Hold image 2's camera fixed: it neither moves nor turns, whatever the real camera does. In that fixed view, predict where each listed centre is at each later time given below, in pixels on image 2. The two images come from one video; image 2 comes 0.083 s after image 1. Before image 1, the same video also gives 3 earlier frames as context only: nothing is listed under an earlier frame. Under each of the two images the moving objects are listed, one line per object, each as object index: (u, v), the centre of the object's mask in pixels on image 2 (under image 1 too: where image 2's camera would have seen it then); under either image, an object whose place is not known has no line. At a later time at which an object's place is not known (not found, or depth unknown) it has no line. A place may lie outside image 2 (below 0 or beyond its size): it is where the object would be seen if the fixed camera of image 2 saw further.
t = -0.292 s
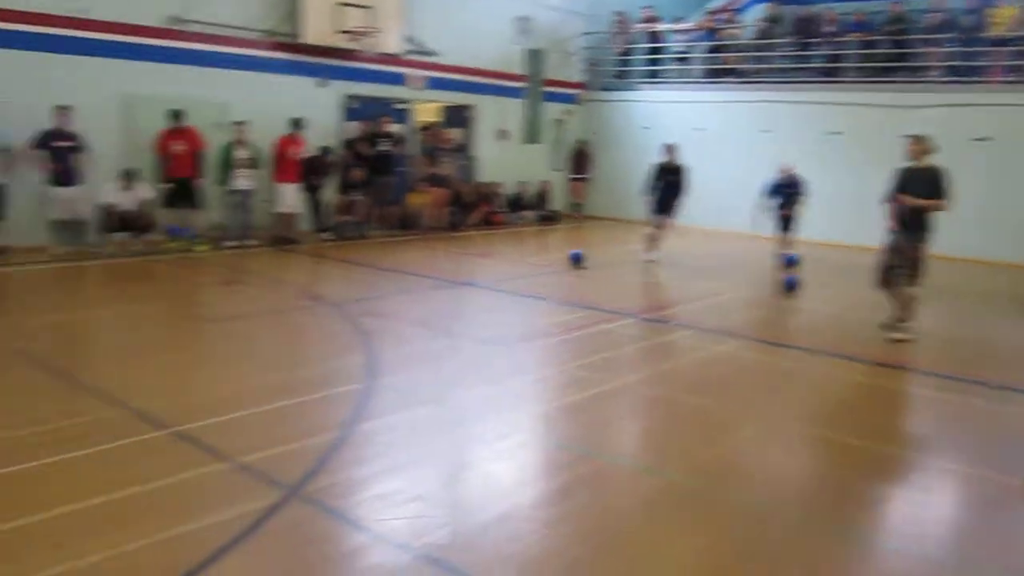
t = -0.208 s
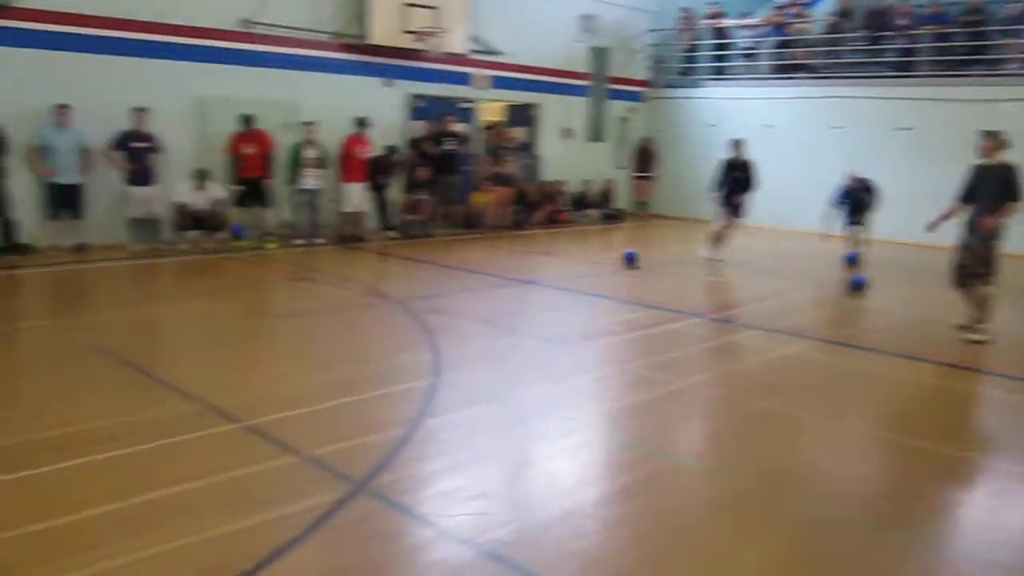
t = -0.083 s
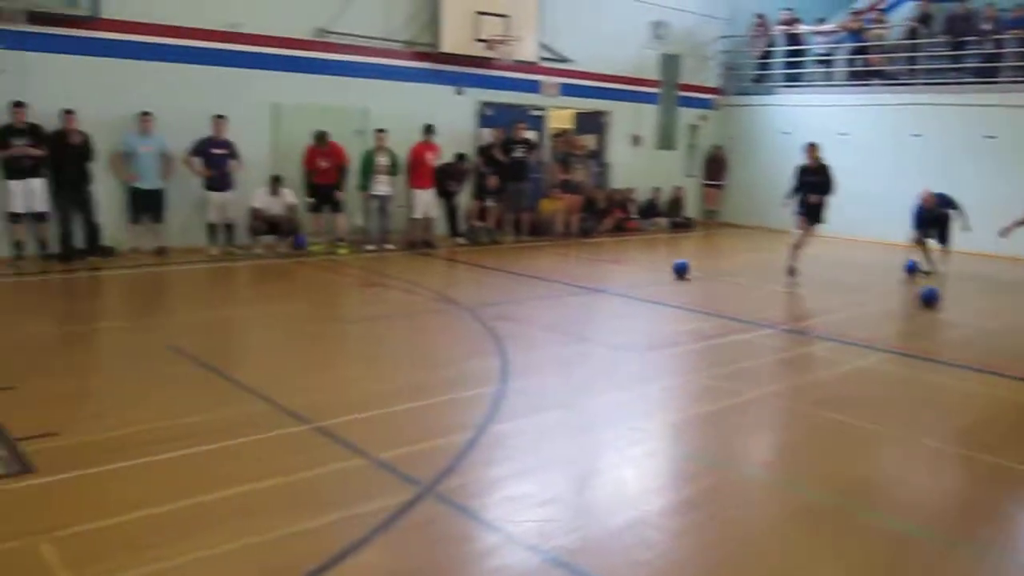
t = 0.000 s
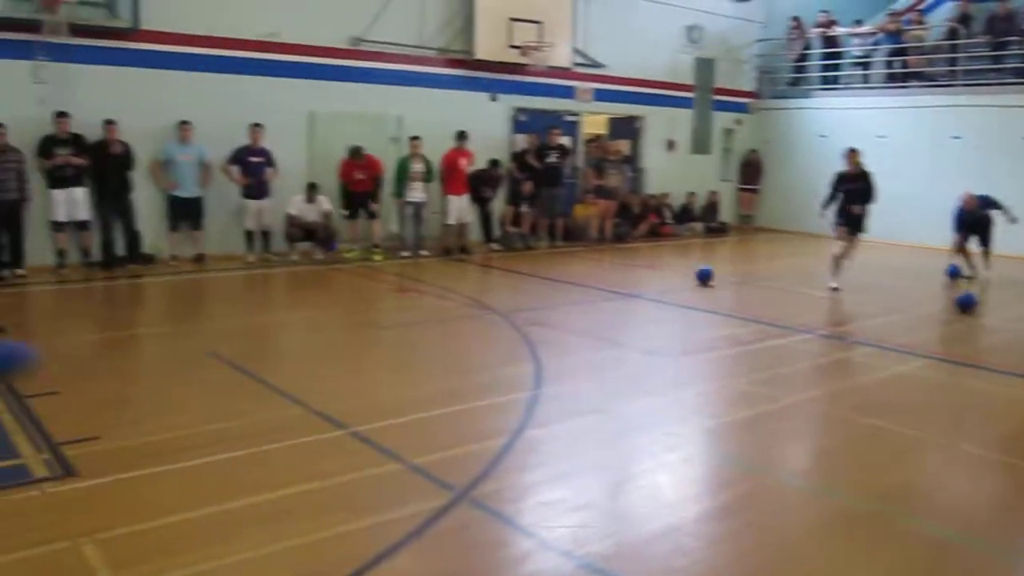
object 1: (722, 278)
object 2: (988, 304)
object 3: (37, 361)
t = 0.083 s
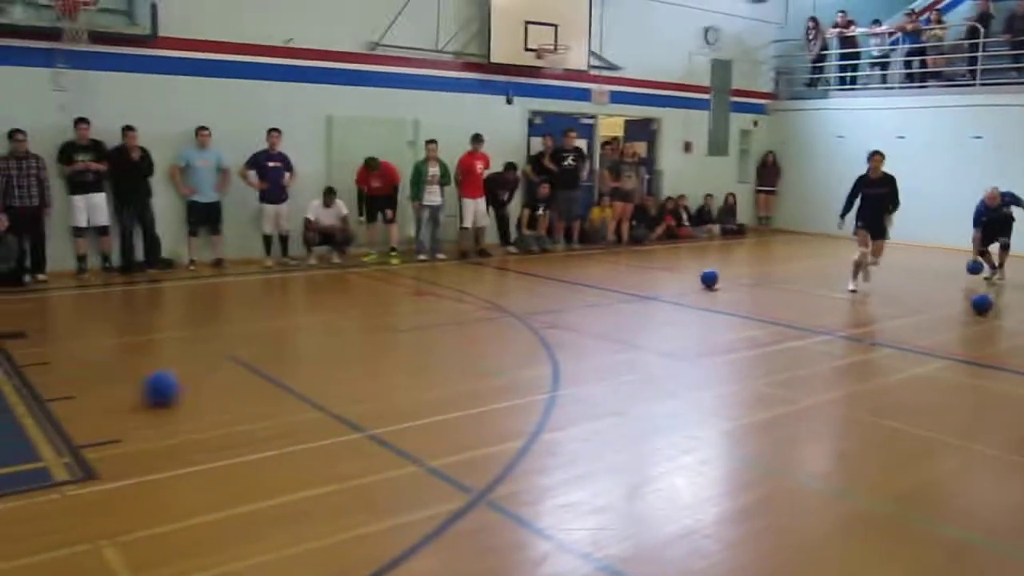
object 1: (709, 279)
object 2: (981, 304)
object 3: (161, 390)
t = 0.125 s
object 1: (702, 279)
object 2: (979, 305)
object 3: (202, 364)
